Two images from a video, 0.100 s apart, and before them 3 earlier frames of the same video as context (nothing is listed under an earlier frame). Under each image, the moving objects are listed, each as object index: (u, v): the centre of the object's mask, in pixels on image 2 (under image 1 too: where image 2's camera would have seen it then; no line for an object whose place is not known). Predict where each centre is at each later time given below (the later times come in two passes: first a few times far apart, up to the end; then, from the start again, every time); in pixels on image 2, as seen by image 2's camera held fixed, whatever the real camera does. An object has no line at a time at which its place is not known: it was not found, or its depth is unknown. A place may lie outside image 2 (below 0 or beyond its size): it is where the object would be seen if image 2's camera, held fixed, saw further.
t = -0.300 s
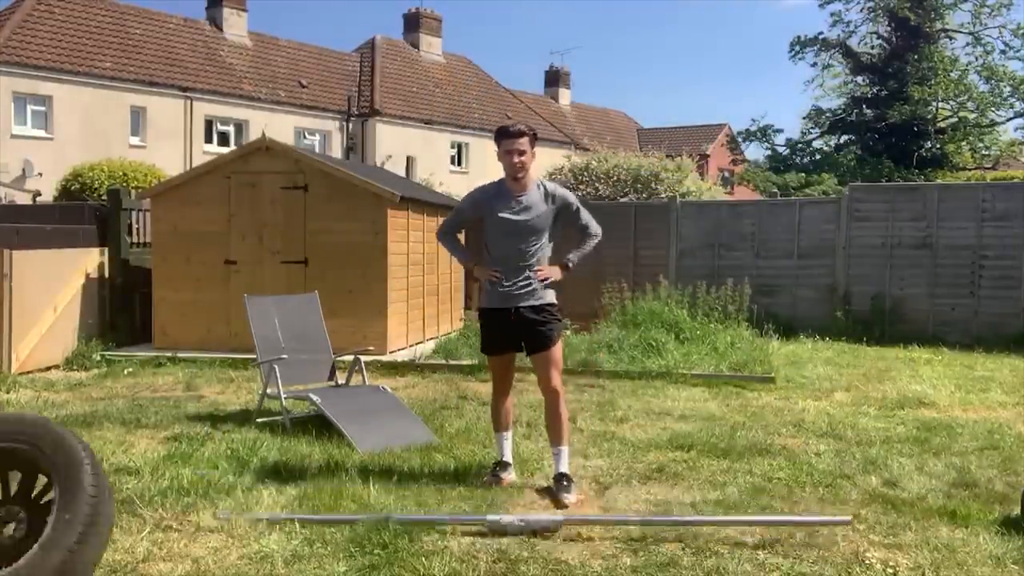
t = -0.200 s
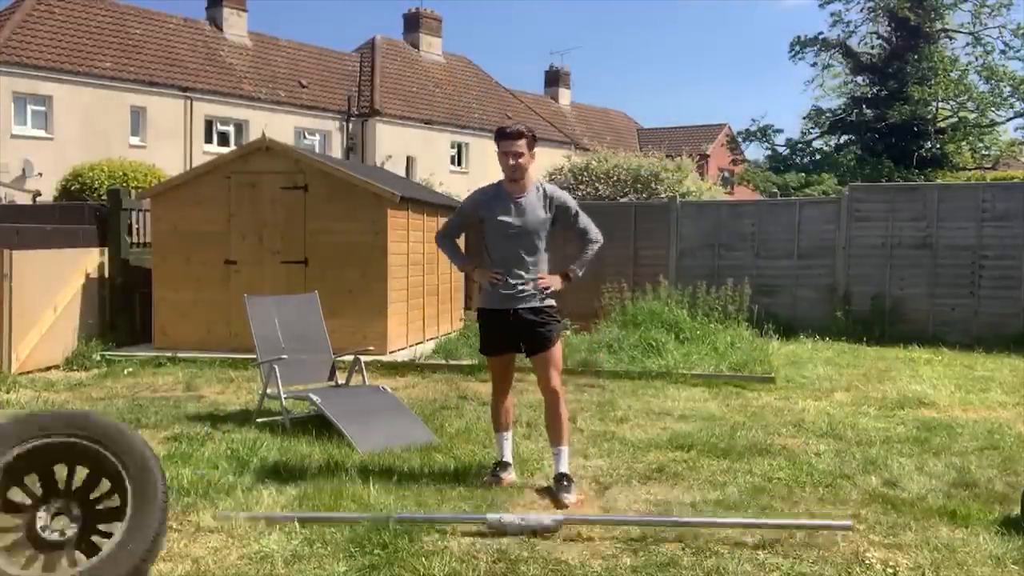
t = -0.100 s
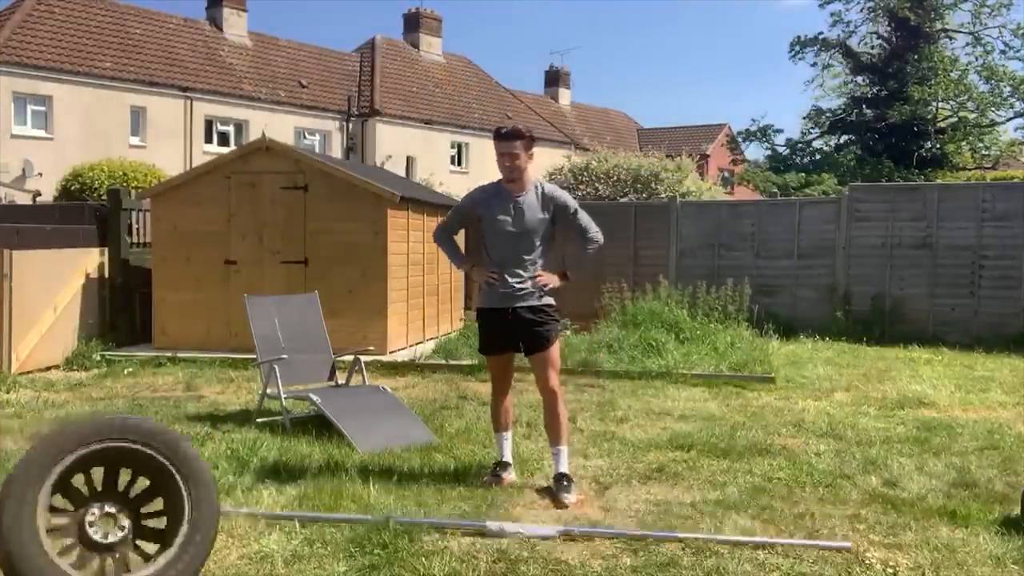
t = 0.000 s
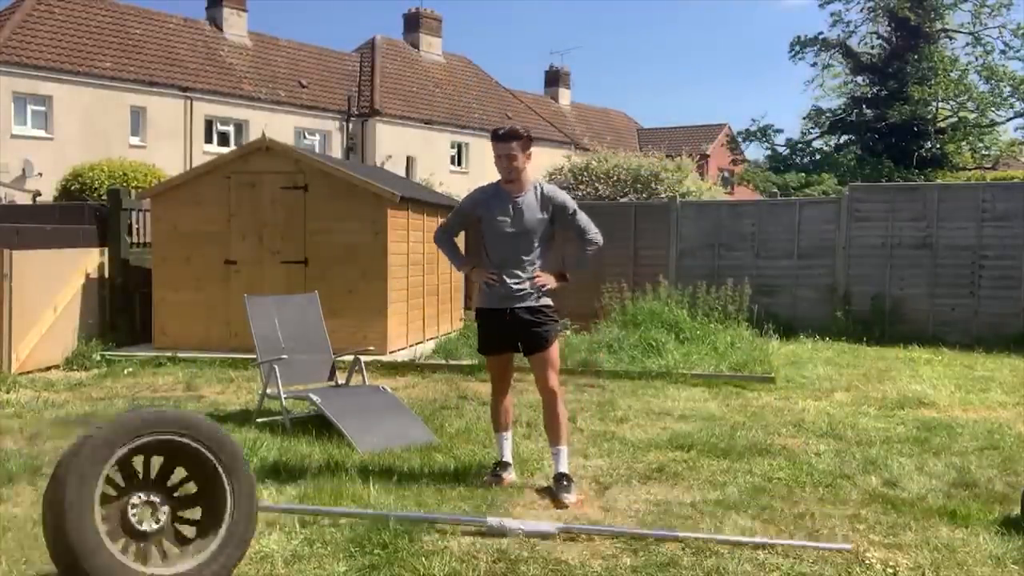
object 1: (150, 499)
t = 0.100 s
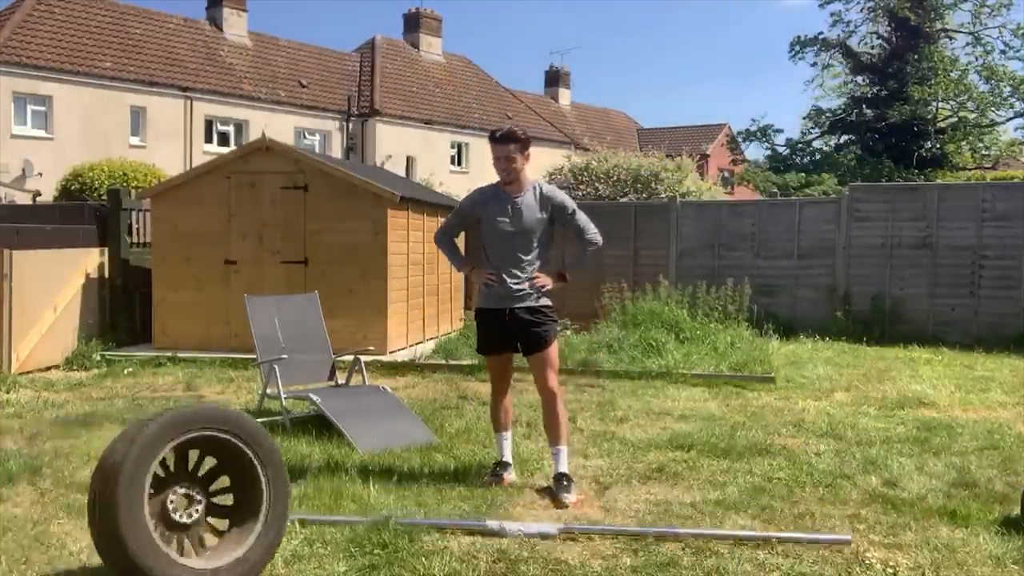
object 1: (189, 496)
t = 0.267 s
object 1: (245, 490)
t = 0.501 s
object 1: (306, 475)
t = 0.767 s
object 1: (350, 457)
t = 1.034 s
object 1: (360, 442)
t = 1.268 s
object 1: (346, 455)
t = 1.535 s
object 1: (283, 452)
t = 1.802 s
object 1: (271, 454)
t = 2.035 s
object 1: (305, 484)
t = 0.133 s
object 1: (201, 494)
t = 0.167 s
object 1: (212, 494)
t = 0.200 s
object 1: (224, 494)
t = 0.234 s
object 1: (234, 492)
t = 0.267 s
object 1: (245, 490)
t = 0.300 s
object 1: (255, 489)
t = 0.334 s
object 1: (264, 487)
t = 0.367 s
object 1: (273, 485)
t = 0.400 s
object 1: (282, 485)
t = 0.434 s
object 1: (290, 483)
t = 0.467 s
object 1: (298, 479)
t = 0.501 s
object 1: (306, 475)
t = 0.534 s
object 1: (313, 474)
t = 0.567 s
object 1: (319, 472)
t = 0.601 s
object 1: (325, 468)
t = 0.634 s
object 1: (331, 466)
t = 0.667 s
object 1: (336, 464)
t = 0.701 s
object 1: (341, 462)
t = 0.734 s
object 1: (346, 460)
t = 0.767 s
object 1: (350, 457)
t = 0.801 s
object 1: (354, 454)
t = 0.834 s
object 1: (356, 450)
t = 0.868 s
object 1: (357, 447)
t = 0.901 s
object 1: (359, 446)
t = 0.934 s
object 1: (360, 445)
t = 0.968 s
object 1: (360, 443)
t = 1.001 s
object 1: (360, 442)
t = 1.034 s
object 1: (360, 442)
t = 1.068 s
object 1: (359, 442)
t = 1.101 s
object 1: (359, 443)
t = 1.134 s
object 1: (358, 444)
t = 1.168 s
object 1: (357, 447)
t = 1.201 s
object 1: (355, 452)
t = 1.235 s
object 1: (351, 452)
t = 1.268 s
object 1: (346, 455)
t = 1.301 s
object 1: (340, 455)
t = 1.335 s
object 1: (333, 456)
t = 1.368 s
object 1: (323, 454)
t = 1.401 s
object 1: (315, 453)
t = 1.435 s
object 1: (306, 453)
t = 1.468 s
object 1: (296, 454)
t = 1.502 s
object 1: (289, 453)
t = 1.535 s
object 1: (283, 452)
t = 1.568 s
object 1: (277, 451)
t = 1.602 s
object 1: (272, 453)
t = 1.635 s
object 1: (272, 449)
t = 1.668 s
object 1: (270, 450)
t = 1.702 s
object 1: (269, 451)
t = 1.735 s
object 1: (269, 452)
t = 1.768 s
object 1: (271, 451)
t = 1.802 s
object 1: (271, 454)
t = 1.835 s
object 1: (275, 455)
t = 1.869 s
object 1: (278, 457)
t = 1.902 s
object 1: (284, 460)
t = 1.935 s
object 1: (289, 465)
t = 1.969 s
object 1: (295, 471)
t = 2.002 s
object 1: (301, 481)
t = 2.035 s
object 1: (305, 484)
